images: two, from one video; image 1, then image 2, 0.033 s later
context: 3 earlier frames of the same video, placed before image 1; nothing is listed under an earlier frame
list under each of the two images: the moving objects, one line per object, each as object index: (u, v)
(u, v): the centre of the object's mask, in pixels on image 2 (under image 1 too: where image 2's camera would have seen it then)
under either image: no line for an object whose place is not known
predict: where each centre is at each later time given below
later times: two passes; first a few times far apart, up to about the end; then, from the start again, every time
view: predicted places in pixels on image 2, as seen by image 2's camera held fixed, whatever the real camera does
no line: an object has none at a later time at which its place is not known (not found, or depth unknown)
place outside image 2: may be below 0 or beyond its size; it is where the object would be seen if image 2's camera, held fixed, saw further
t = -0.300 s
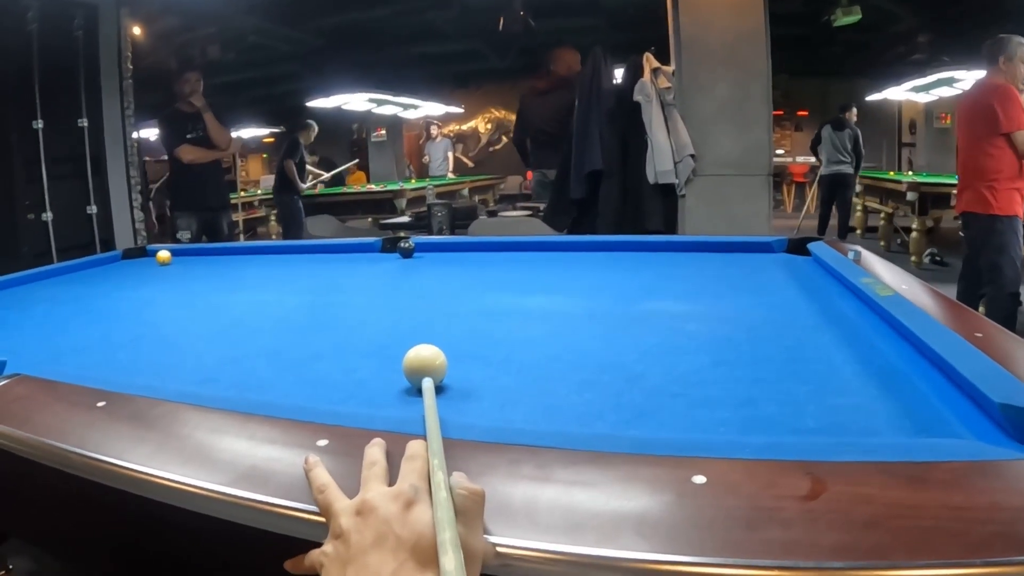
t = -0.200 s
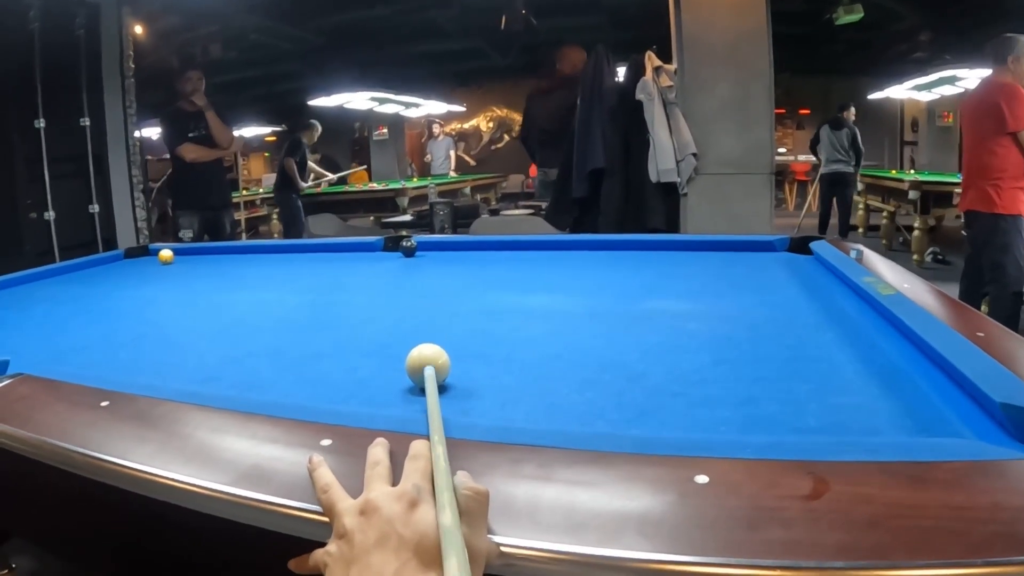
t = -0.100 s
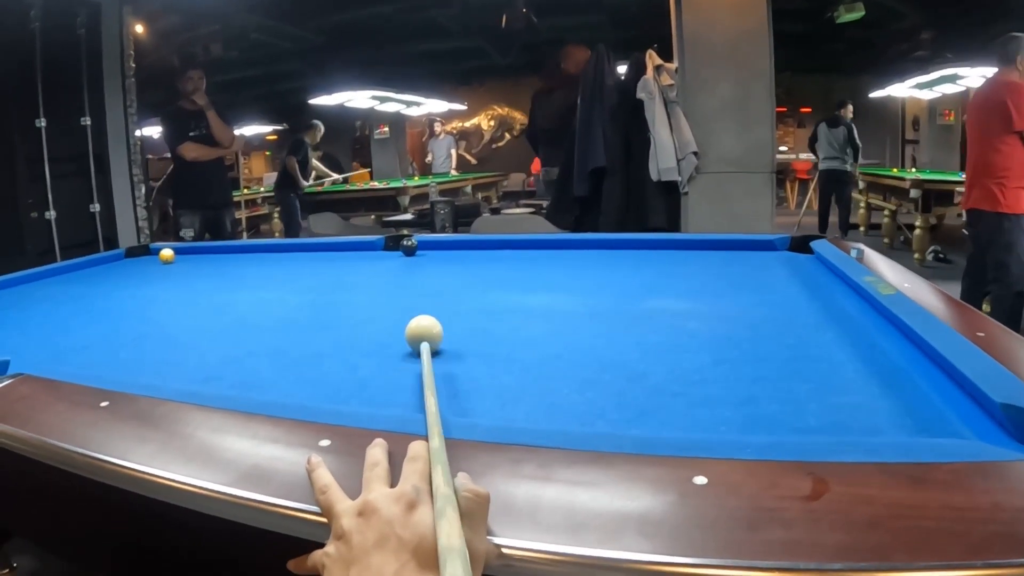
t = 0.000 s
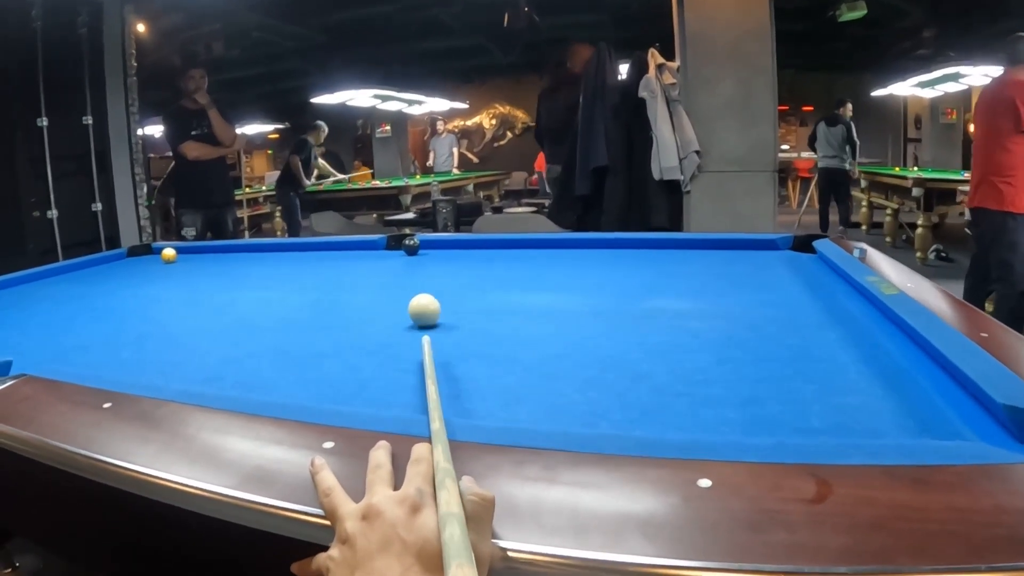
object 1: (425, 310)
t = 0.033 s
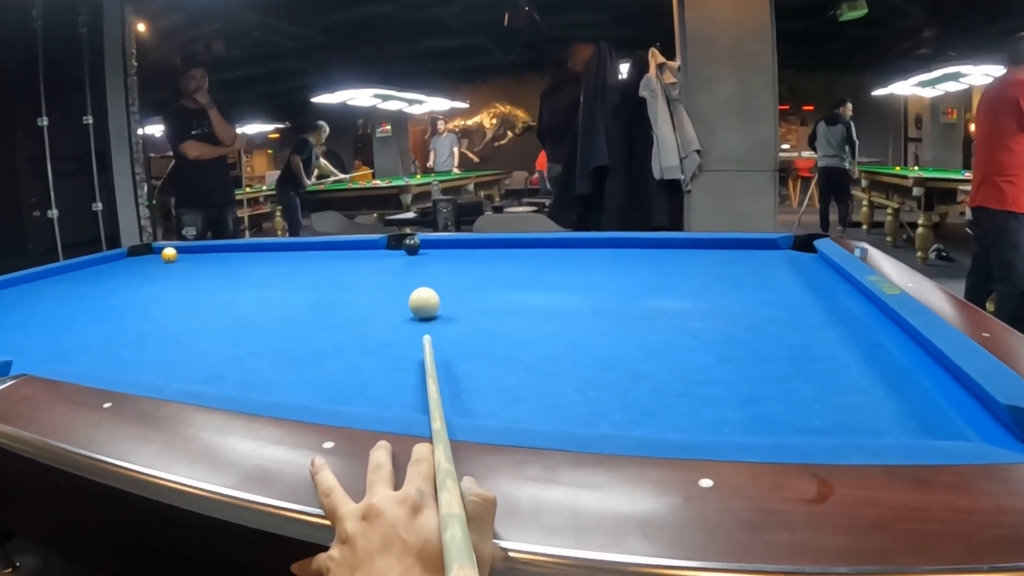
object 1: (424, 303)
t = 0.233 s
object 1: (421, 273)
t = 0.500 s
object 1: (419, 249)
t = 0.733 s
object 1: (443, 241)
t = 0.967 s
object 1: (438, 245)
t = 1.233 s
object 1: (432, 251)
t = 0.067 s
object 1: (423, 297)
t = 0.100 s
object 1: (423, 291)
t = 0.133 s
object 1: (422, 286)
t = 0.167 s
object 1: (422, 281)
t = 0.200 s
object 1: (422, 277)
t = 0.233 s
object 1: (421, 273)
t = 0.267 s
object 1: (421, 269)
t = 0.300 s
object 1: (421, 266)
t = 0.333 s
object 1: (420, 263)
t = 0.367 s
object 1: (420, 260)
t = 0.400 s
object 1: (420, 257)
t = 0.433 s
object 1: (420, 254)
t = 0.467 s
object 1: (419, 251)
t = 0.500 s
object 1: (419, 249)
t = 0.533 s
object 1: (421, 246)
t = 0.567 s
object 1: (425, 246)
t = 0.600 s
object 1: (429, 245)
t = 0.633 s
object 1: (433, 244)
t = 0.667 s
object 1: (437, 243)
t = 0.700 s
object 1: (440, 242)
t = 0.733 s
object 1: (443, 241)
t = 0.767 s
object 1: (442, 242)
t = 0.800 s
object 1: (442, 243)
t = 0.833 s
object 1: (441, 243)
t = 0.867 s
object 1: (440, 243)
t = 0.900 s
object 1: (440, 244)
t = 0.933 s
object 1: (439, 245)
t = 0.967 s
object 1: (438, 245)
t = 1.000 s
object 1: (438, 246)
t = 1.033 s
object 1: (437, 246)
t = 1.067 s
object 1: (436, 247)
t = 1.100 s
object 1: (436, 248)
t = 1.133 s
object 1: (435, 248)
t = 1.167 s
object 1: (434, 249)
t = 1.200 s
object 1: (433, 250)
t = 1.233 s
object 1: (432, 251)
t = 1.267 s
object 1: (432, 251)
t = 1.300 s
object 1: (431, 252)
